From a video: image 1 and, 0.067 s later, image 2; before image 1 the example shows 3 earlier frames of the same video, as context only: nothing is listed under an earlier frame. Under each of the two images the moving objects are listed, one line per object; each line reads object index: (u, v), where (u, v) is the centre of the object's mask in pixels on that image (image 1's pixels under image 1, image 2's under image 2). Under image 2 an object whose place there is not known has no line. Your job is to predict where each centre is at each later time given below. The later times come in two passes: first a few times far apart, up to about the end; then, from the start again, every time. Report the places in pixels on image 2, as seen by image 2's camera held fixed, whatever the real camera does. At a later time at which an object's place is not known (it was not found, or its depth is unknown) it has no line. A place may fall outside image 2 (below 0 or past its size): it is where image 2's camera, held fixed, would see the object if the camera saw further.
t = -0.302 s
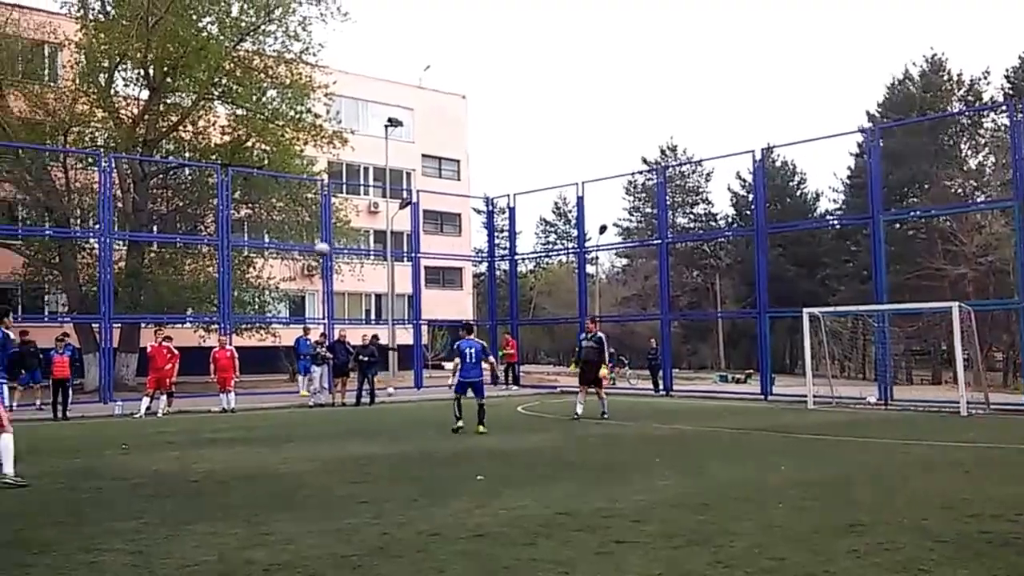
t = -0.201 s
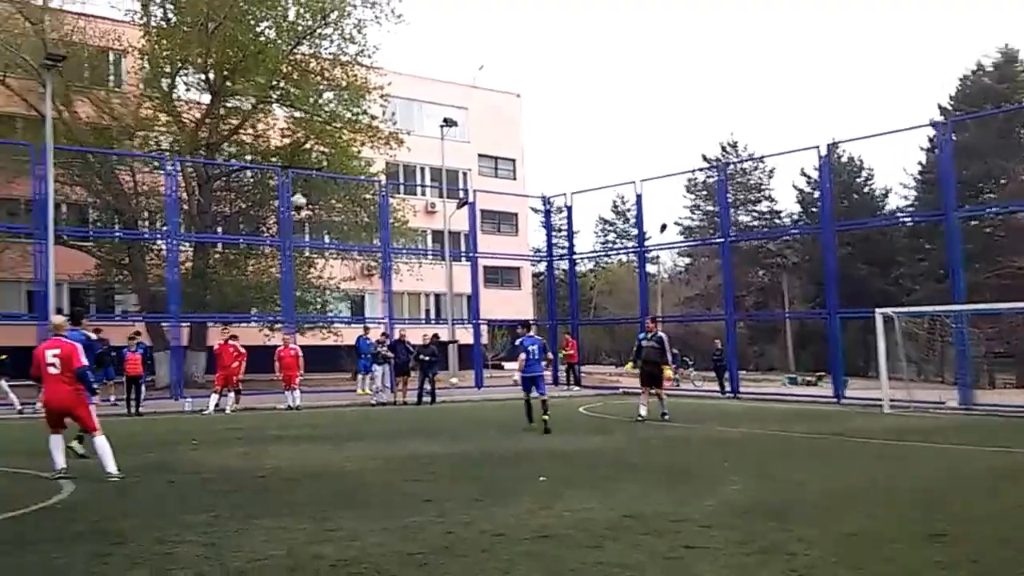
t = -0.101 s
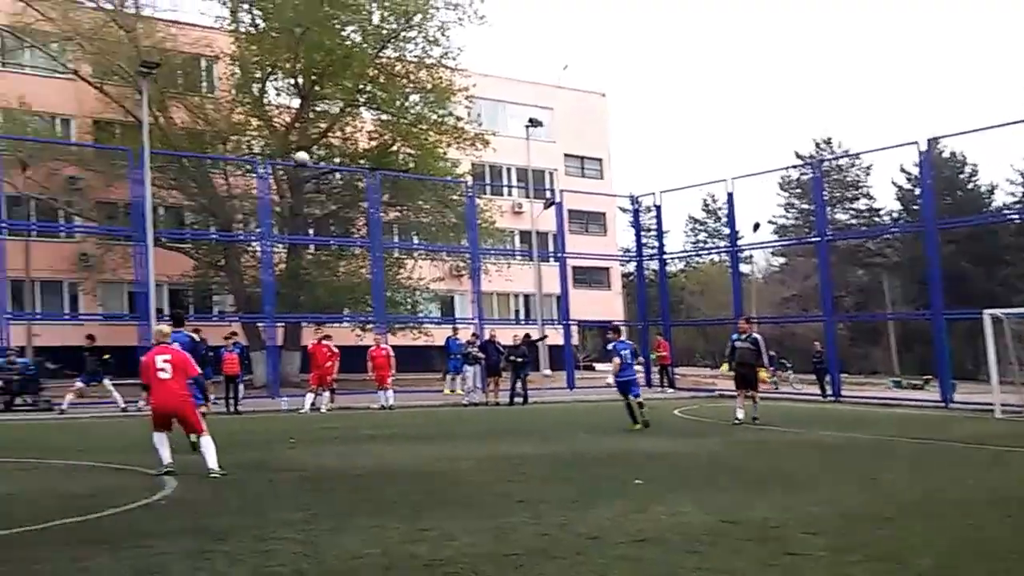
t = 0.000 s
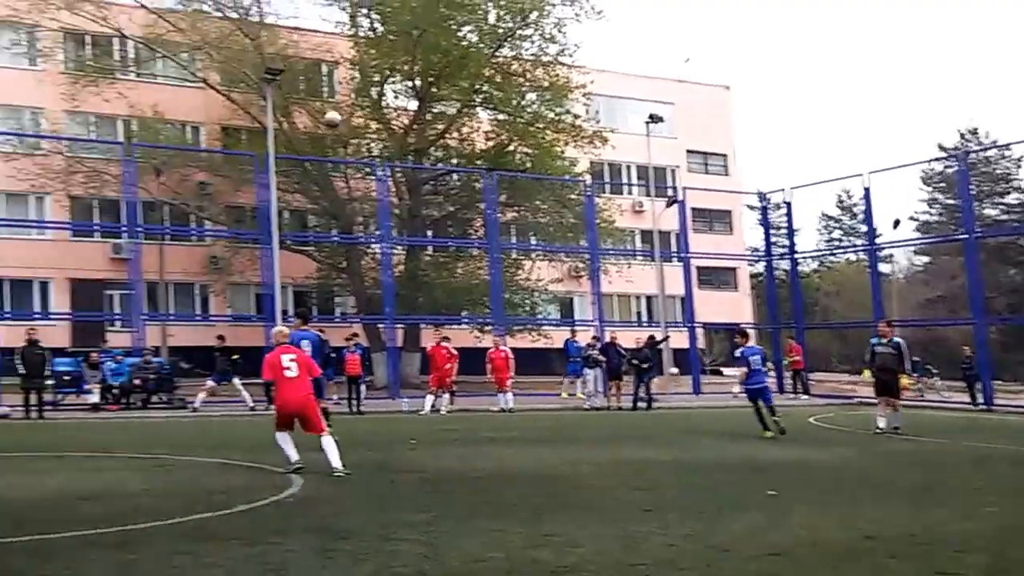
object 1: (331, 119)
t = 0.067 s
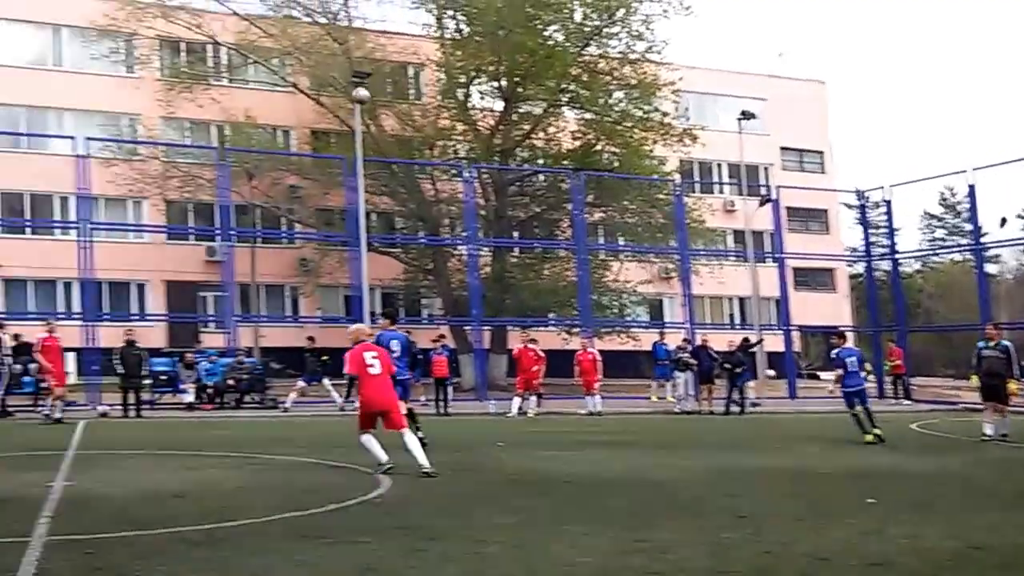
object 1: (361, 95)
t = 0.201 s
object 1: (241, 50)
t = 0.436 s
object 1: (15, -12)
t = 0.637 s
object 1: (-198, -47)
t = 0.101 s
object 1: (331, 84)
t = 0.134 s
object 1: (302, 72)
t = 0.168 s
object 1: (272, 61)
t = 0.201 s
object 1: (241, 50)
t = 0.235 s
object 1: (211, 41)
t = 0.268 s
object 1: (180, 31)
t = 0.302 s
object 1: (148, 20)
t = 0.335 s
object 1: (115, 13)
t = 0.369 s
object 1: (84, 3)
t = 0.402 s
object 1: (51, -4)
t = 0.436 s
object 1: (15, -12)
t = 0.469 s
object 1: (-18, -20)
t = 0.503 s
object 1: (-52, -27)
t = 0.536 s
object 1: (-87, -32)
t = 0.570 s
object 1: (-125, -36)
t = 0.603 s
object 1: (-162, -43)
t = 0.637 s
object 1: (-198, -47)
